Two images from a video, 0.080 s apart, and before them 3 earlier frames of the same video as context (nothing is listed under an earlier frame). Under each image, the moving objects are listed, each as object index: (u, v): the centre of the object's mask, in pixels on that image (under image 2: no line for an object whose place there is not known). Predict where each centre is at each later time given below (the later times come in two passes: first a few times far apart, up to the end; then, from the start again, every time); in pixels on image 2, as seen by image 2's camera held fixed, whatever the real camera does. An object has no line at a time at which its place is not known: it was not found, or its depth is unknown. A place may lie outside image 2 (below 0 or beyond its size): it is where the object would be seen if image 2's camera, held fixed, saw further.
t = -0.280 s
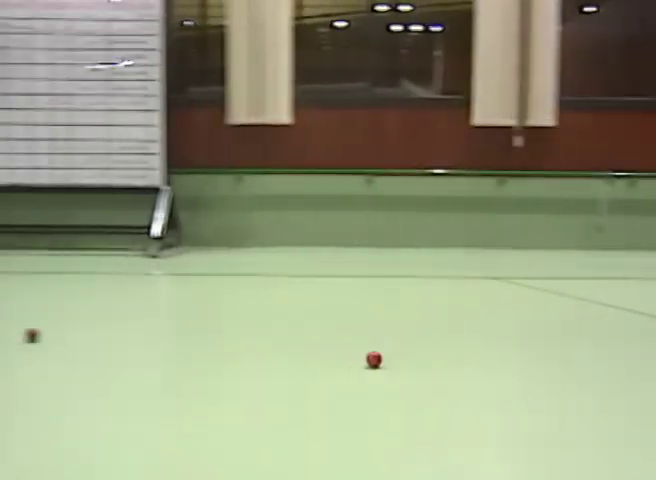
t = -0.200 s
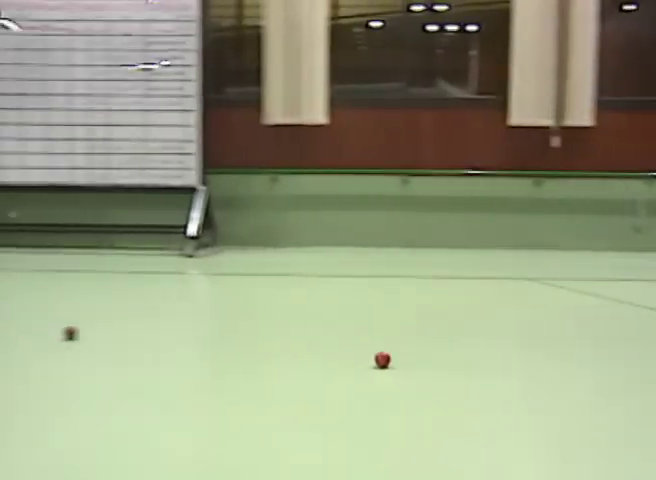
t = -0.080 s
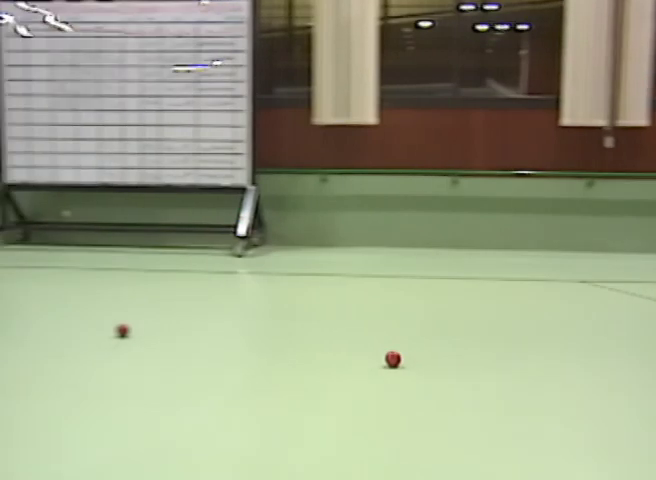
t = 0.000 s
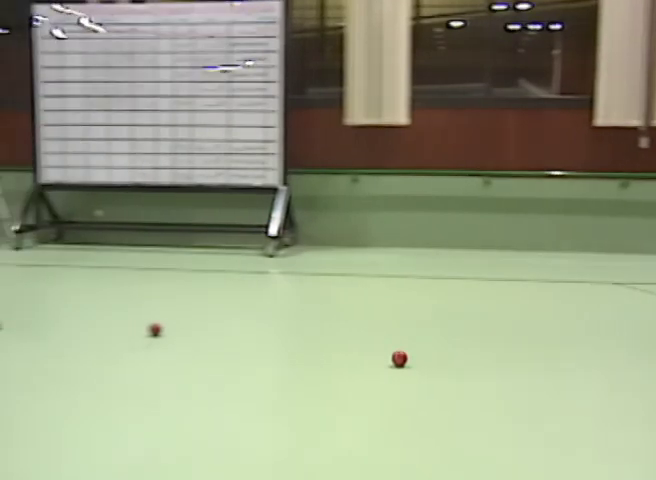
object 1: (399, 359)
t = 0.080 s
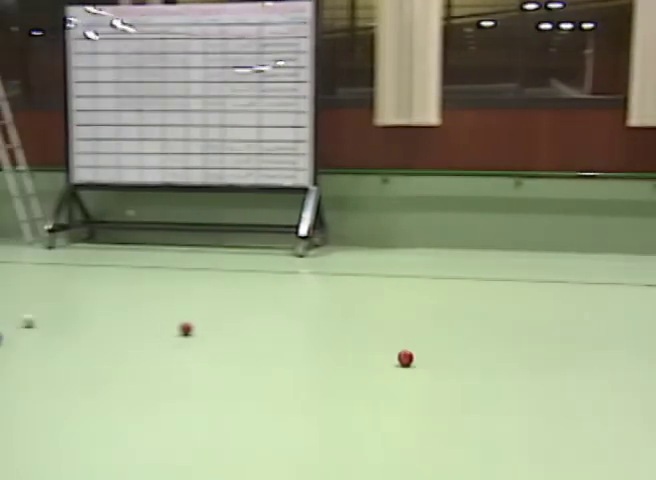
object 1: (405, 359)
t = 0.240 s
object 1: (360, 355)
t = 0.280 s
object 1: (350, 354)
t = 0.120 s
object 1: (393, 358)
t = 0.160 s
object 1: (382, 357)
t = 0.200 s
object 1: (371, 356)
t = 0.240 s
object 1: (360, 355)
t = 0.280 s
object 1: (350, 354)
